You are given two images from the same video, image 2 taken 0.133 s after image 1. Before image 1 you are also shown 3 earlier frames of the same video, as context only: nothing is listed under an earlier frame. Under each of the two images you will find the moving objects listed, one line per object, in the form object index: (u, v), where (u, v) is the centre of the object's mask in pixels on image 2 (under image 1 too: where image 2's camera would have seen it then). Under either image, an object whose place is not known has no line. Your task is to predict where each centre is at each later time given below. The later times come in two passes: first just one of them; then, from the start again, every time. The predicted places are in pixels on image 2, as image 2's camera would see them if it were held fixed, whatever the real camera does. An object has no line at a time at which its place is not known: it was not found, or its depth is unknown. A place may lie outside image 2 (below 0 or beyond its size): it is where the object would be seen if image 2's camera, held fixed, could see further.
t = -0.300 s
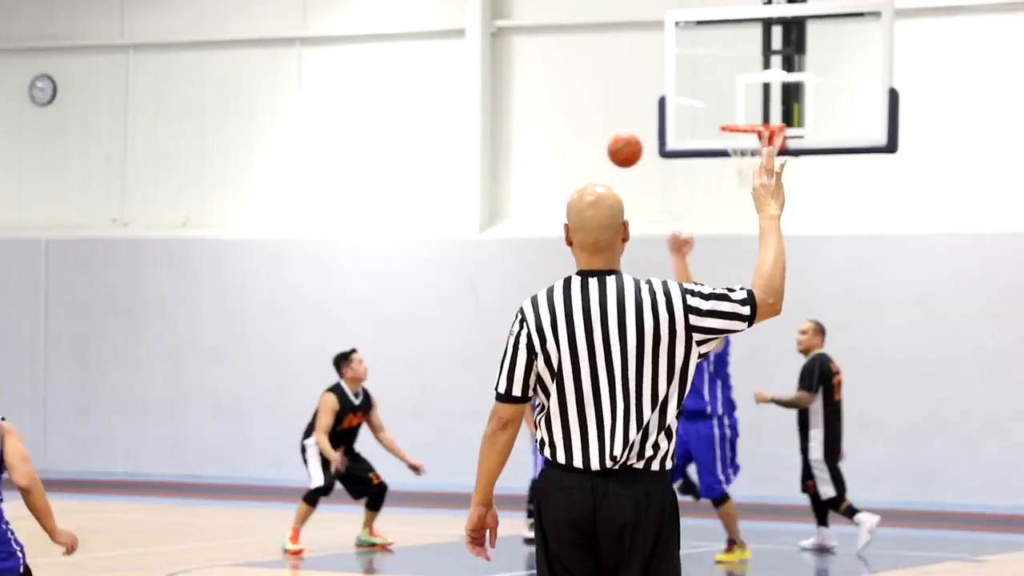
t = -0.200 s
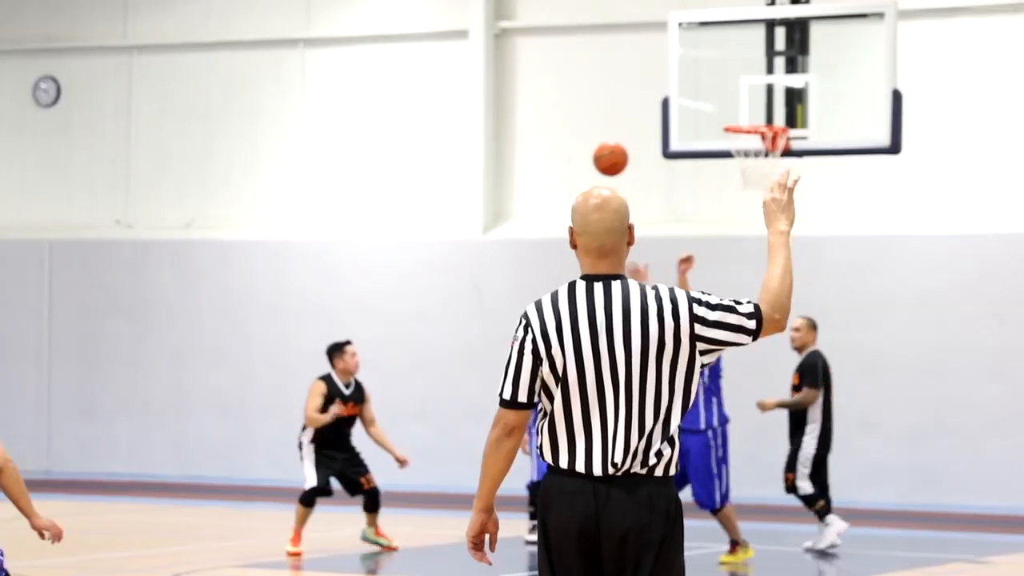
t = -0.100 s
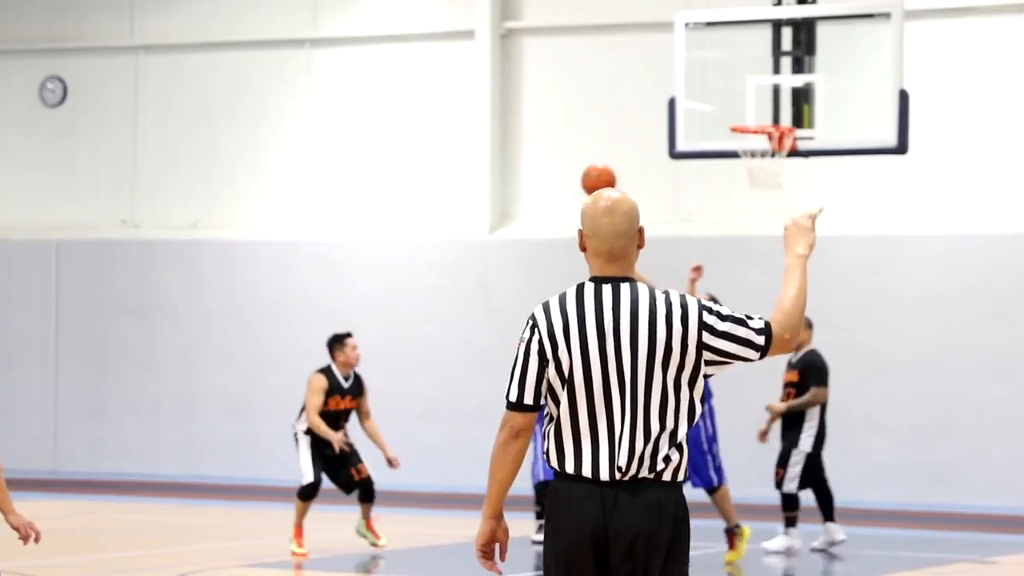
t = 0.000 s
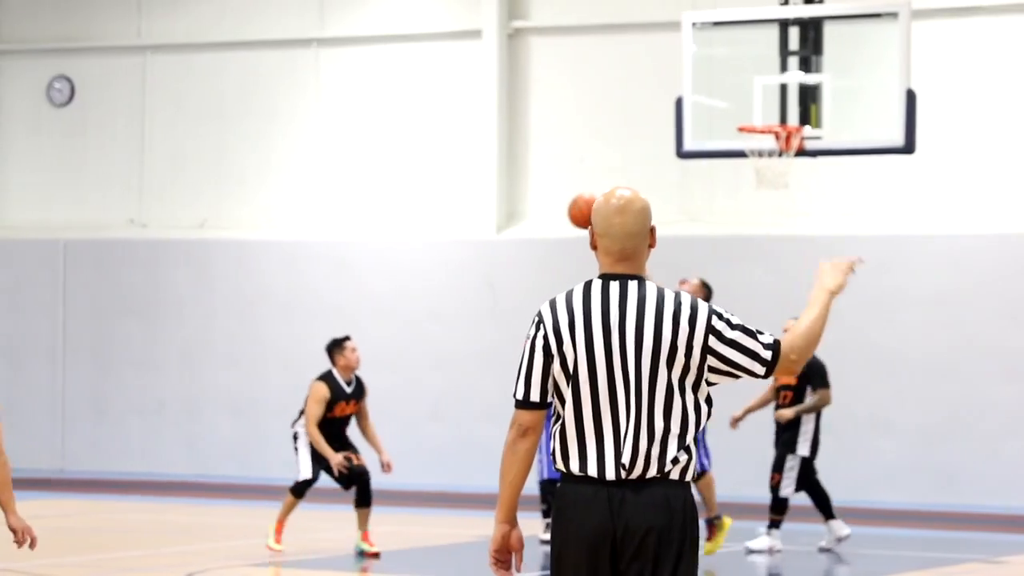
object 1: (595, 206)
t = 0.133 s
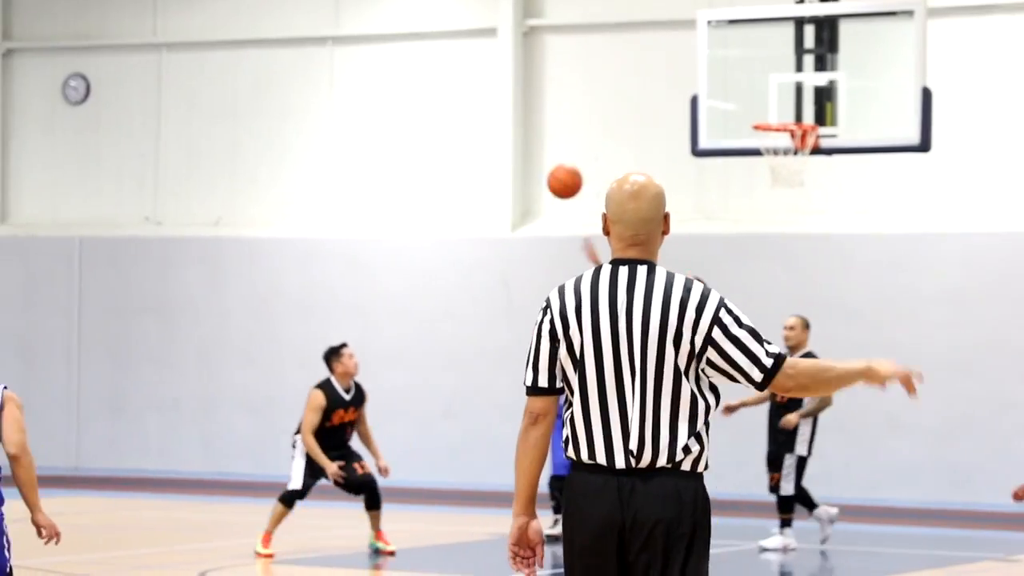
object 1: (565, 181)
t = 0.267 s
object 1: (531, 176)
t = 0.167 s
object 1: (556, 177)
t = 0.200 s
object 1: (547, 175)
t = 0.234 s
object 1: (539, 175)
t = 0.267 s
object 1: (531, 176)
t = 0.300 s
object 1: (522, 178)
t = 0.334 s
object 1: (514, 183)
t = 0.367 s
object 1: (505, 189)
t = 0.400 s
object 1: (496, 197)
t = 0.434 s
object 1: (486, 207)
